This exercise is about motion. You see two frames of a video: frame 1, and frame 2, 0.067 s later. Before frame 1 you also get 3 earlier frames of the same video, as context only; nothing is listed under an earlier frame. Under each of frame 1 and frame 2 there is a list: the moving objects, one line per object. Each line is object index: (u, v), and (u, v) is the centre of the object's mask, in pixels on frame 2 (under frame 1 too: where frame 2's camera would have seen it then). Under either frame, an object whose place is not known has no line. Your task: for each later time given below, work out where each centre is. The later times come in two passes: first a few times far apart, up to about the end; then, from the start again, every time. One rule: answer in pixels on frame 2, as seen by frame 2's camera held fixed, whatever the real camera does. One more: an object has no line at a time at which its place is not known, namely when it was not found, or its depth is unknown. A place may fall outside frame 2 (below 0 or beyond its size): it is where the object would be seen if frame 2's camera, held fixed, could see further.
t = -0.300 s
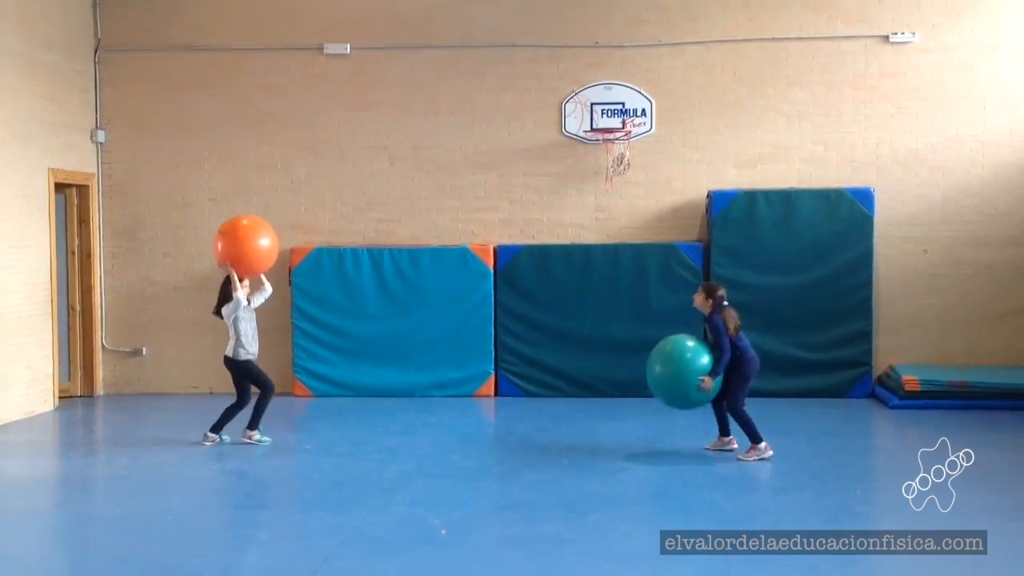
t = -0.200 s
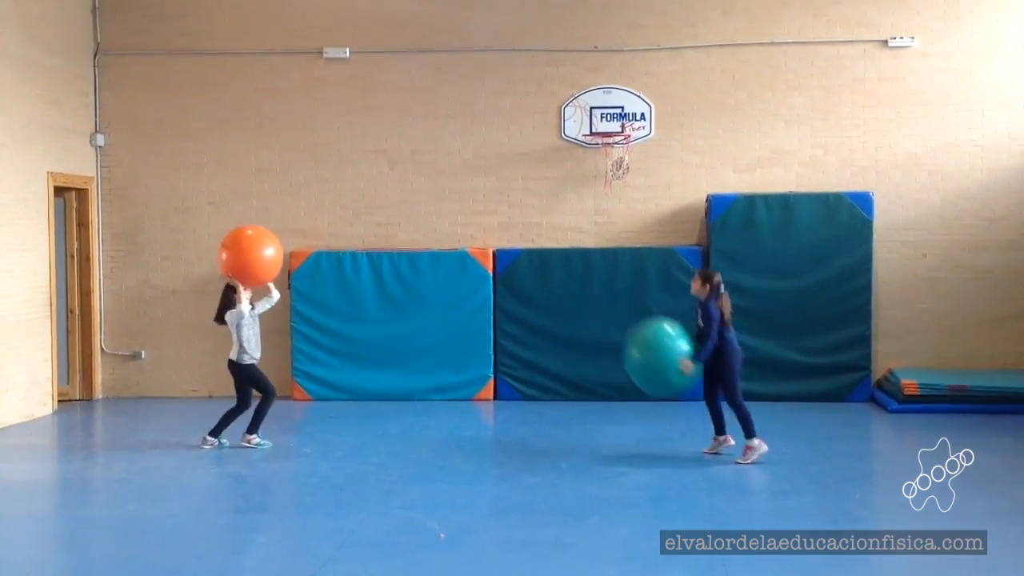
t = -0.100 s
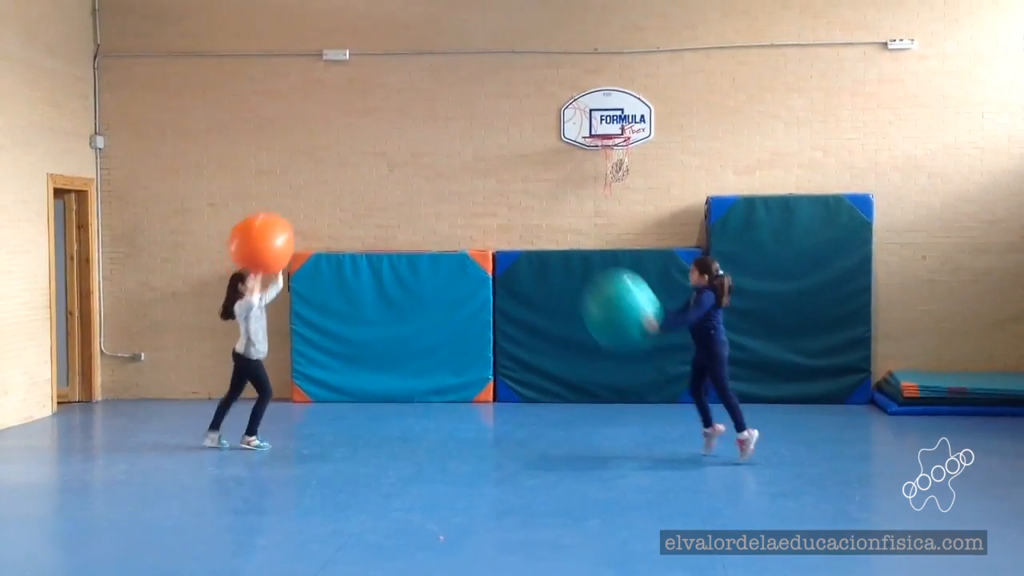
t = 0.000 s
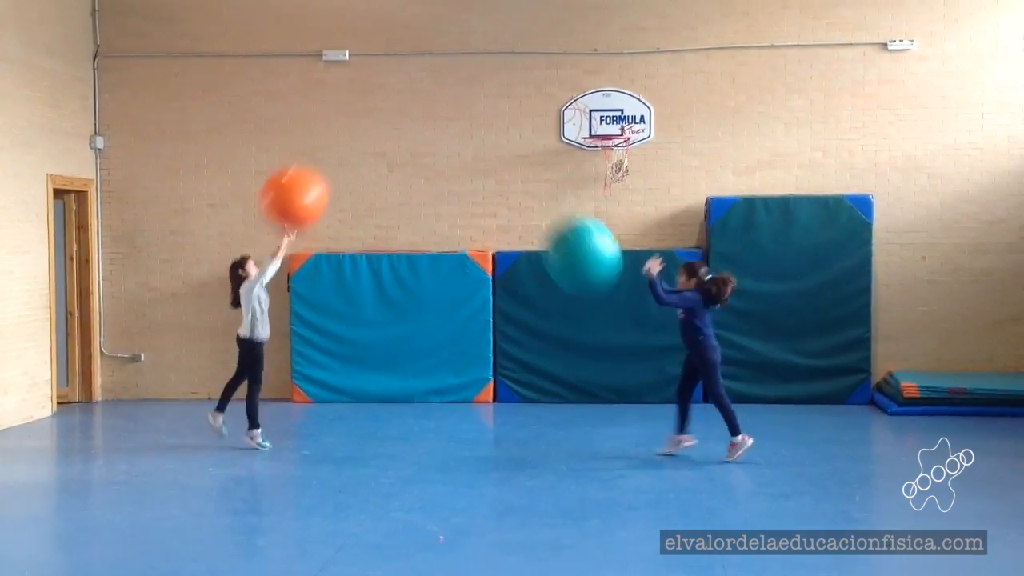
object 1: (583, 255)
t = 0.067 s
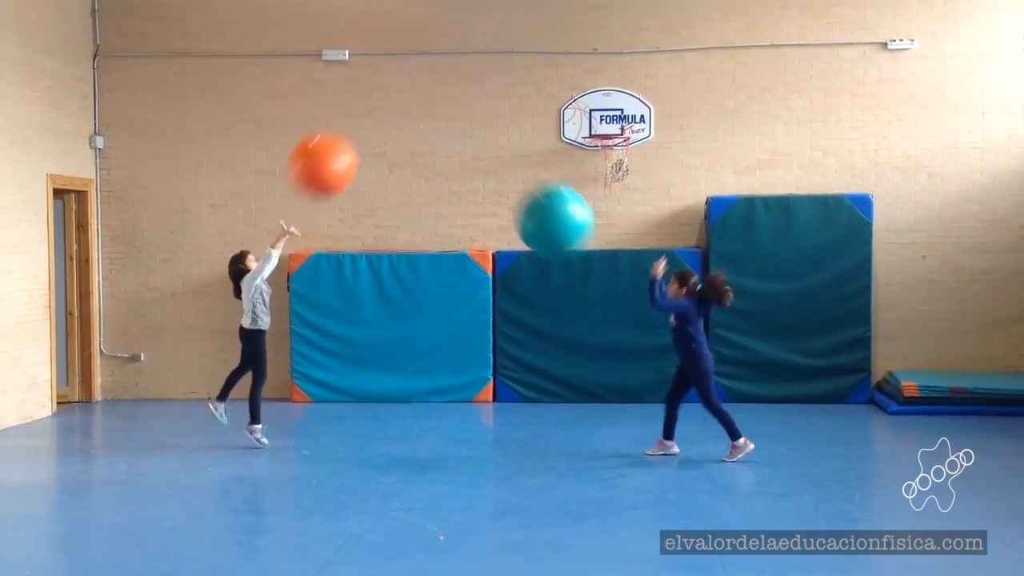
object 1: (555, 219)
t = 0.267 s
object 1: (476, 153)
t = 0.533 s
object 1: (418, 167)
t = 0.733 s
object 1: (387, 238)
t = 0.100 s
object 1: (541, 206)
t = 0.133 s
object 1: (528, 193)
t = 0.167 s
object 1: (515, 181)
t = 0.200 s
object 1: (502, 171)
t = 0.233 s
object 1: (489, 161)
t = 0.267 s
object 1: (476, 153)
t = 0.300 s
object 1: (463, 147)
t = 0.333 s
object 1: (453, 144)
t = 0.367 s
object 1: (447, 144)
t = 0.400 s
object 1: (441, 146)
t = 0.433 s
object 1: (435, 149)
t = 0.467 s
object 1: (429, 153)
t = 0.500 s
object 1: (424, 160)
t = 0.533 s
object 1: (418, 167)
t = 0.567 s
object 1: (413, 176)
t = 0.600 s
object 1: (407, 186)
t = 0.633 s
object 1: (402, 197)
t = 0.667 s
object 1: (397, 209)
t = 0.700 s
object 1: (392, 223)
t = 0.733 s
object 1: (387, 238)
